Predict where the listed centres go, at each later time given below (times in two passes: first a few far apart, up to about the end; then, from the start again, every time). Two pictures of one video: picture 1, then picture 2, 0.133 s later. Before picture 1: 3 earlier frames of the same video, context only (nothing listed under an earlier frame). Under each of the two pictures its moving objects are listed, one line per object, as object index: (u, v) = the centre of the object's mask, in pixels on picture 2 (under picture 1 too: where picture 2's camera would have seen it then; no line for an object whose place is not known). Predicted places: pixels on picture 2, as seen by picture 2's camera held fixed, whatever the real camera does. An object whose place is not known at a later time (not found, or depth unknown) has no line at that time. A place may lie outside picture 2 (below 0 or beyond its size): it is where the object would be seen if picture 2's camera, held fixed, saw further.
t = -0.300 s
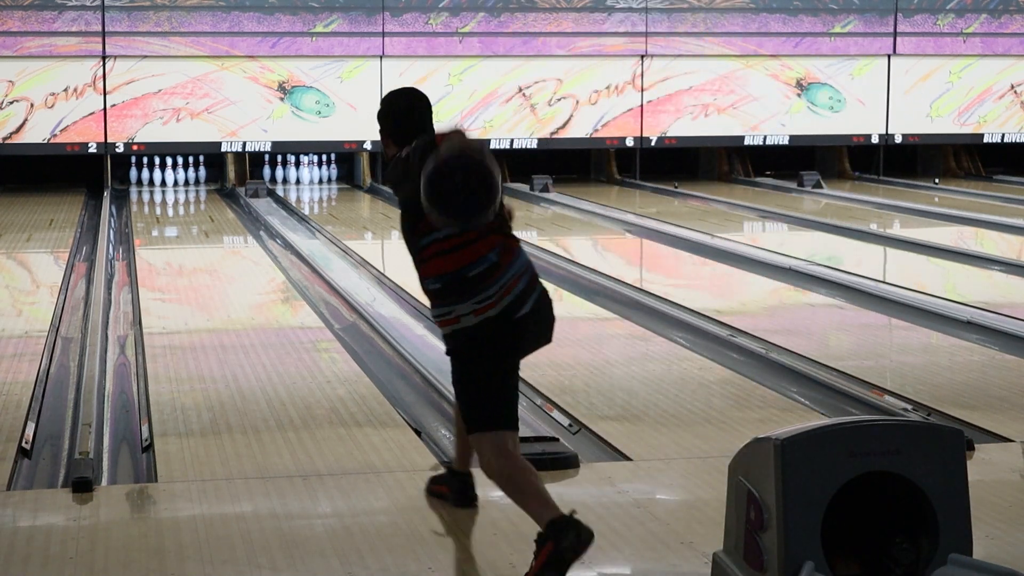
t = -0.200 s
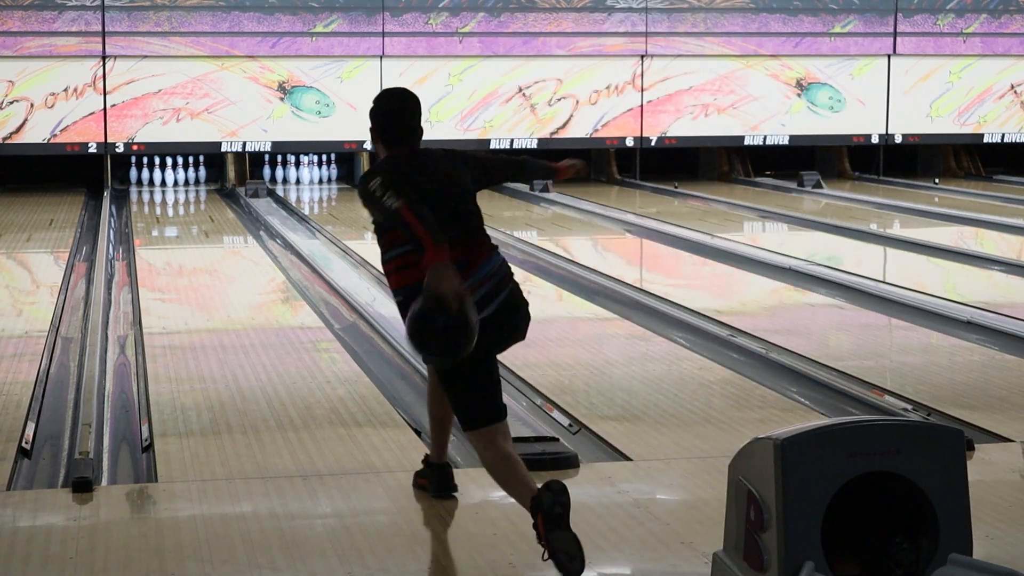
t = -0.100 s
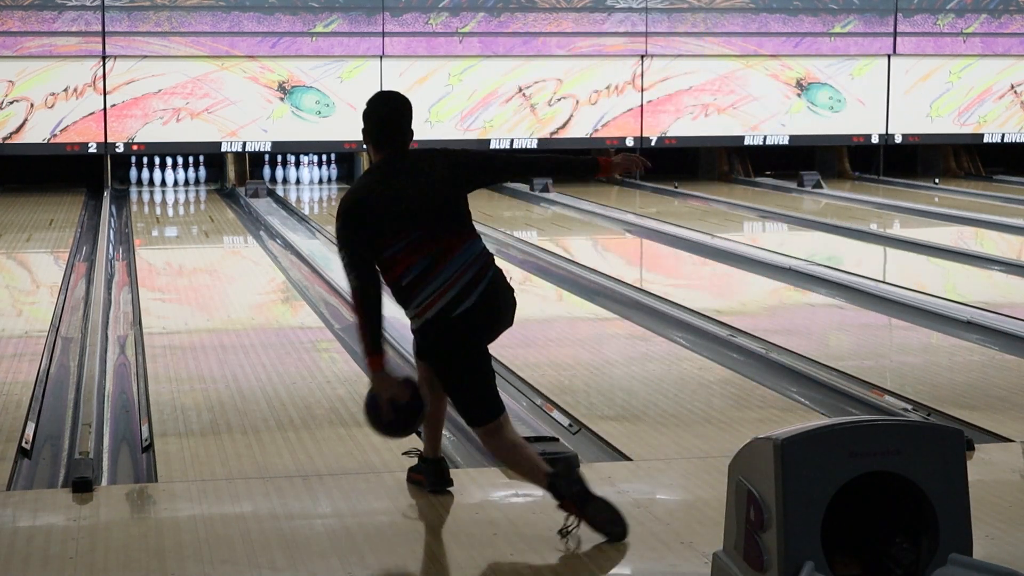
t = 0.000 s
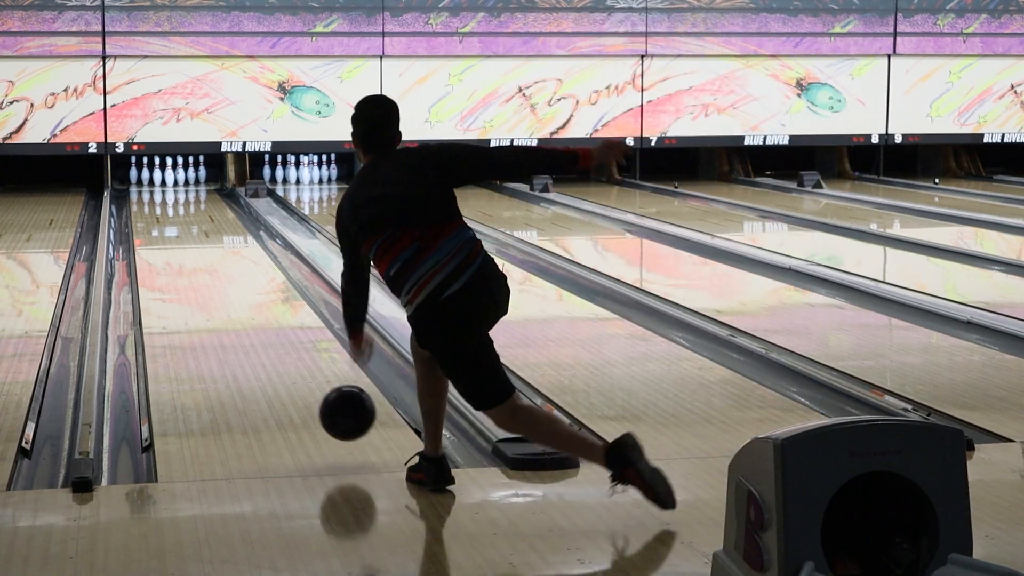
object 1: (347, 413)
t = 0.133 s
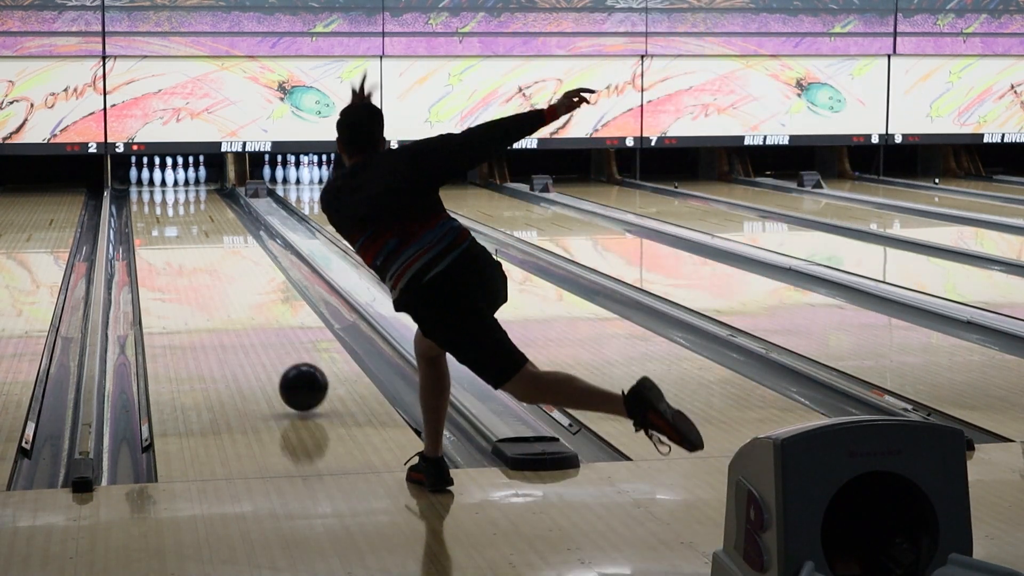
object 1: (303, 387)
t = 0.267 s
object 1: (270, 355)
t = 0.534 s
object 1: (222, 304)
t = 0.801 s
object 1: (190, 268)
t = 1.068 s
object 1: (168, 242)
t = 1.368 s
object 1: (151, 221)
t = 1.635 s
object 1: (143, 206)
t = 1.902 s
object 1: (145, 194)
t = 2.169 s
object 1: (155, 186)
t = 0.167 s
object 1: (294, 378)
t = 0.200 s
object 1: (285, 372)
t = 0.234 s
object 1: (277, 363)
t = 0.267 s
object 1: (270, 355)
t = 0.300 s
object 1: (262, 348)
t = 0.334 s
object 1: (255, 340)
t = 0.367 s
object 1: (249, 333)
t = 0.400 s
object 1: (243, 327)
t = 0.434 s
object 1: (237, 320)
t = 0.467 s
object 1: (232, 315)
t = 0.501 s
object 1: (227, 309)
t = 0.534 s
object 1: (222, 304)
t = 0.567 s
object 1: (217, 299)
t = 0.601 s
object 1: (213, 294)
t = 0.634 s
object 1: (208, 289)
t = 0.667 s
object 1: (205, 285)
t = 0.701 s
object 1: (201, 281)
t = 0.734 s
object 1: (197, 276)
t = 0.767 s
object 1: (194, 272)
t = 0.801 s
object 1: (190, 268)
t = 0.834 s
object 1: (187, 265)
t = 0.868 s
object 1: (184, 261)
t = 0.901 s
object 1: (181, 258)
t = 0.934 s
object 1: (178, 254)
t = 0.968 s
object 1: (176, 251)
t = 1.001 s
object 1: (173, 248)
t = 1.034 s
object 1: (171, 245)
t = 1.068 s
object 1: (168, 242)
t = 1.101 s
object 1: (166, 240)
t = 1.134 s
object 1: (164, 237)
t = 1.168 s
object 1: (162, 235)
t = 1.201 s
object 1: (160, 232)
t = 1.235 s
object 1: (158, 230)
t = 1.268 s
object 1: (156, 227)
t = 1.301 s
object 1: (154, 225)
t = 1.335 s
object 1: (153, 223)
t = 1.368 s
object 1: (151, 221)
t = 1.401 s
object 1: (150, 219)
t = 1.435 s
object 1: (149, 217)
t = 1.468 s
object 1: (147, 215)
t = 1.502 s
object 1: (146, 213)
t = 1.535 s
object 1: (145, 212)
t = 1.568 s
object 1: (145, 209)
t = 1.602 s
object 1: (144, 208)
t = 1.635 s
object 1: (143, 206)
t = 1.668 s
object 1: (143, 205)
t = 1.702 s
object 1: (143, 203)
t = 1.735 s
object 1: (143, 201)
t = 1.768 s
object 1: (143, 200)
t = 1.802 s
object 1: (143, 199)
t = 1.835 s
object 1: (143, 197)
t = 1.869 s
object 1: (144, 195)
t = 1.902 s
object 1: (145, 194)
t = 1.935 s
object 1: (146, 193)
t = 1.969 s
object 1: (147, 192)
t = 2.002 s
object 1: (148, 191)
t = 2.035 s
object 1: (149, 190)
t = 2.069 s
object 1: (150, 188)
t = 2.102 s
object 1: (152, 187)
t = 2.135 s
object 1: (153, 186)
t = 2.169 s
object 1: (155, 186)
